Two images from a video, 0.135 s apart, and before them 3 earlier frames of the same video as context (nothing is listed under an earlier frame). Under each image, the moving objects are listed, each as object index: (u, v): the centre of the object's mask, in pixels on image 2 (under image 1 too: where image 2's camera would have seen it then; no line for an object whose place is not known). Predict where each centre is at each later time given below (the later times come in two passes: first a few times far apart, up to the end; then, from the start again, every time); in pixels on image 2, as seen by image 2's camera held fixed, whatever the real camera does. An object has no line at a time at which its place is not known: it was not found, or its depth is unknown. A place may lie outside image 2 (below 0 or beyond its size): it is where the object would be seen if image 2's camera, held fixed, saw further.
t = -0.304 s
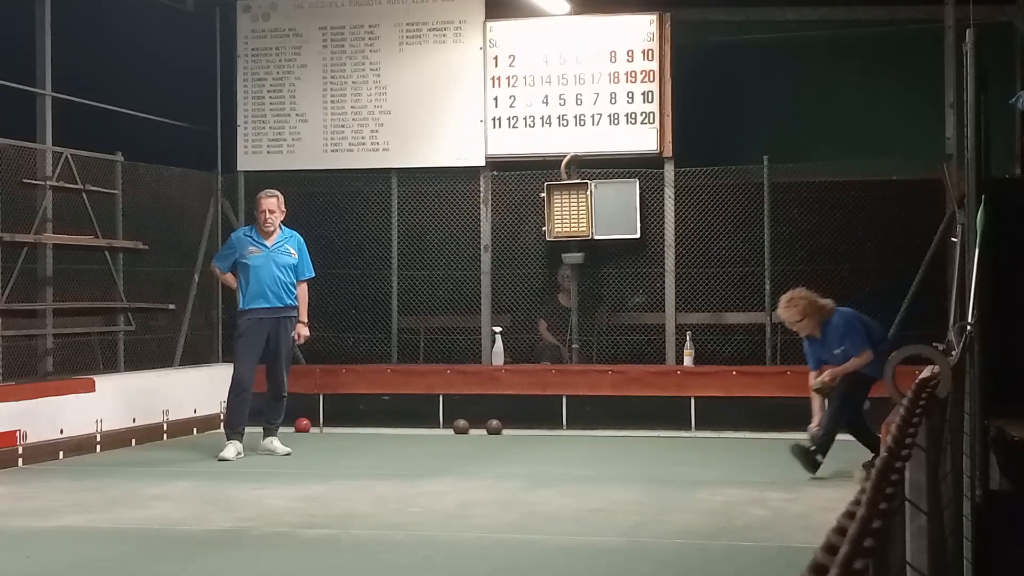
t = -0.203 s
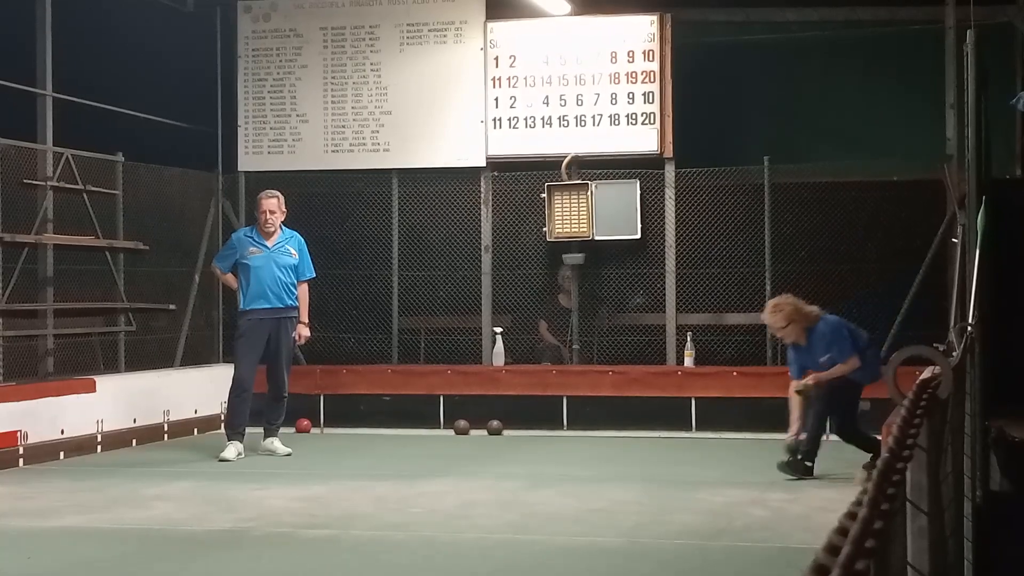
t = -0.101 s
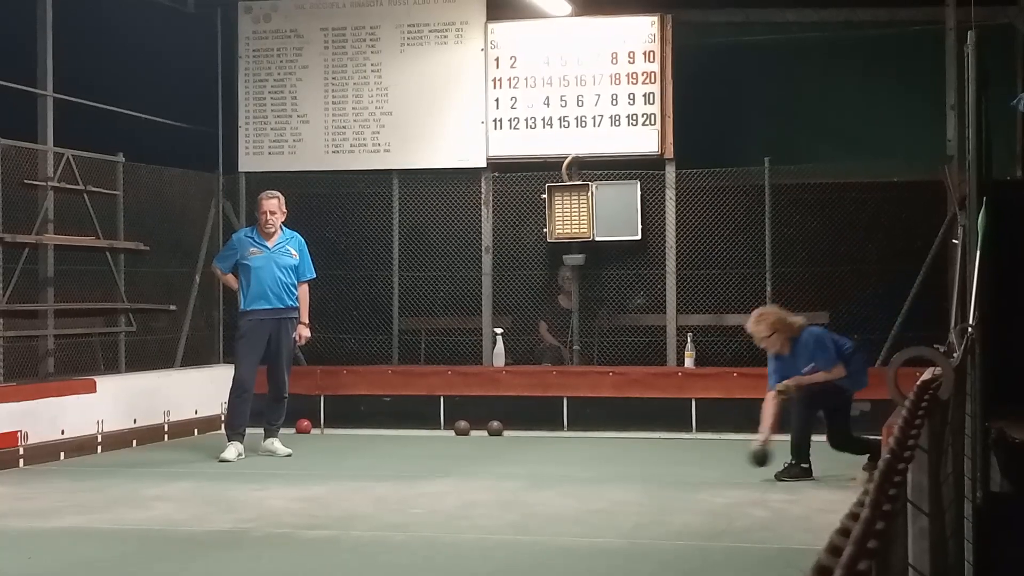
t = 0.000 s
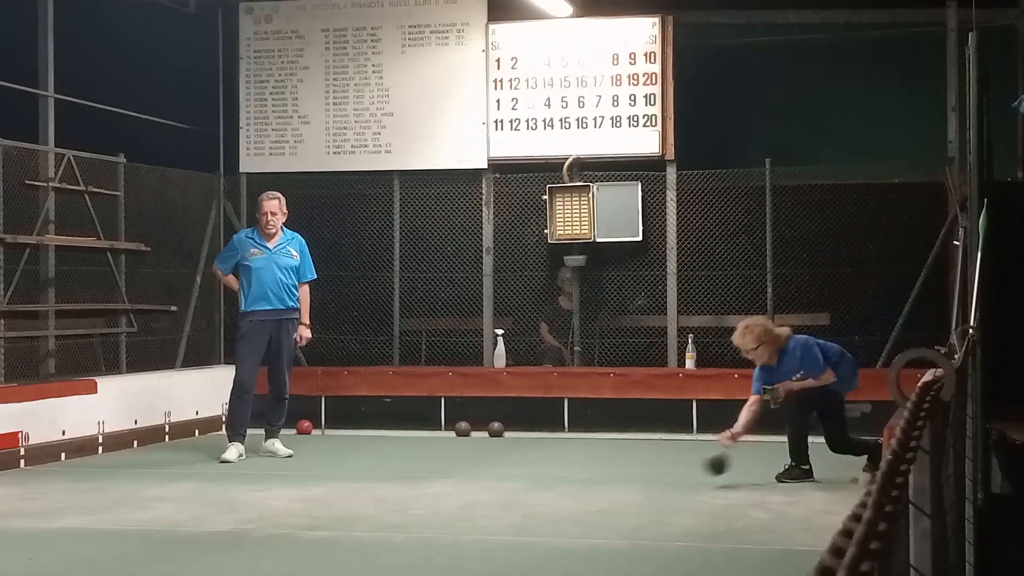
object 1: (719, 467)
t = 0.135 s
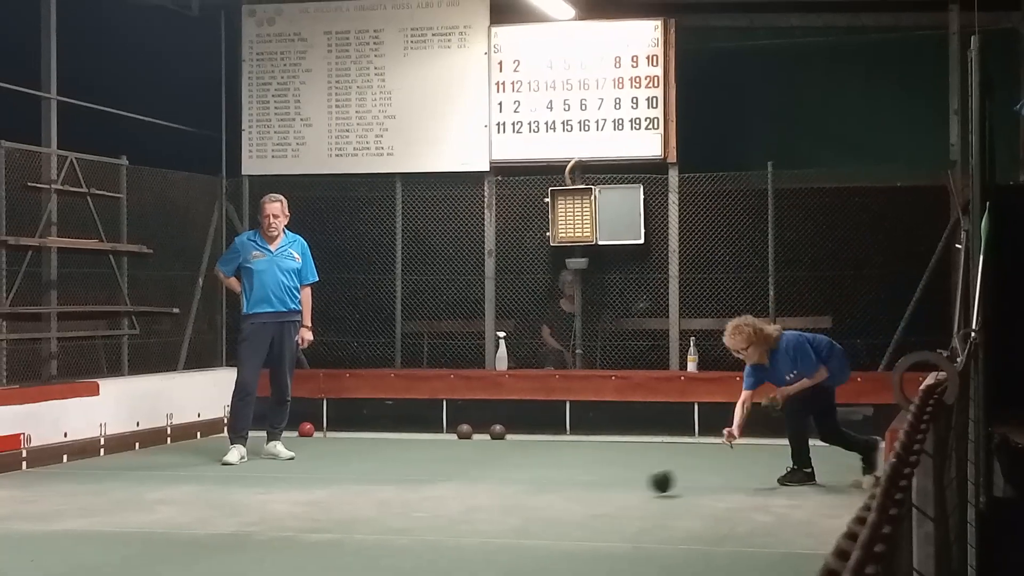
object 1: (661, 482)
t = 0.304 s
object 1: (597, 492)
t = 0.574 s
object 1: (483, 506)
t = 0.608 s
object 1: (468, 507)
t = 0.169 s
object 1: (648, 485)
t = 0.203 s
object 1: (635, 487)
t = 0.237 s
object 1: (623, 488)
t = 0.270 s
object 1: (610, 490)
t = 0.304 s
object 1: (597, 492)
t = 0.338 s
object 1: (584, 494)
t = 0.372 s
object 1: (570, 495)
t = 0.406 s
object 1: (556, 497)
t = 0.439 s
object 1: (542, 499)
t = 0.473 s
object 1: (527, 500)
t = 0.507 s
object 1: (513, 502)
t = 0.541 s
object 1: (498, 504)
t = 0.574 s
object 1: (483, 506)
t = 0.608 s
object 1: (468, 507)
